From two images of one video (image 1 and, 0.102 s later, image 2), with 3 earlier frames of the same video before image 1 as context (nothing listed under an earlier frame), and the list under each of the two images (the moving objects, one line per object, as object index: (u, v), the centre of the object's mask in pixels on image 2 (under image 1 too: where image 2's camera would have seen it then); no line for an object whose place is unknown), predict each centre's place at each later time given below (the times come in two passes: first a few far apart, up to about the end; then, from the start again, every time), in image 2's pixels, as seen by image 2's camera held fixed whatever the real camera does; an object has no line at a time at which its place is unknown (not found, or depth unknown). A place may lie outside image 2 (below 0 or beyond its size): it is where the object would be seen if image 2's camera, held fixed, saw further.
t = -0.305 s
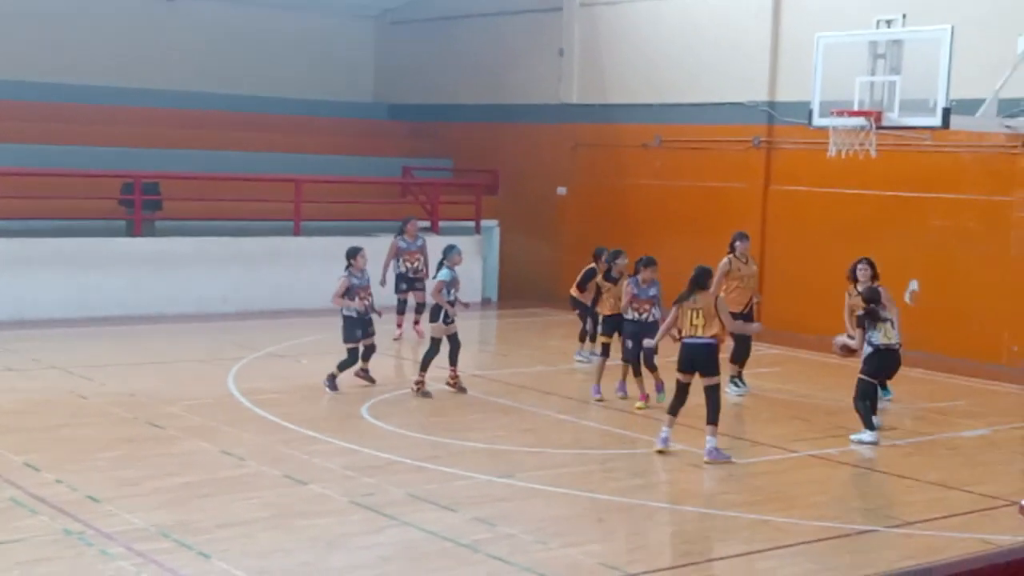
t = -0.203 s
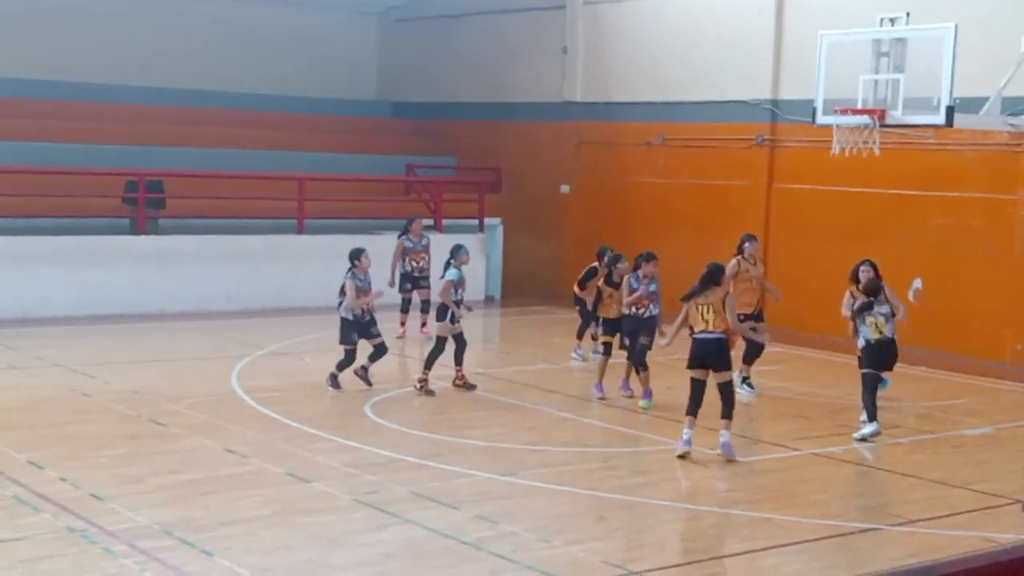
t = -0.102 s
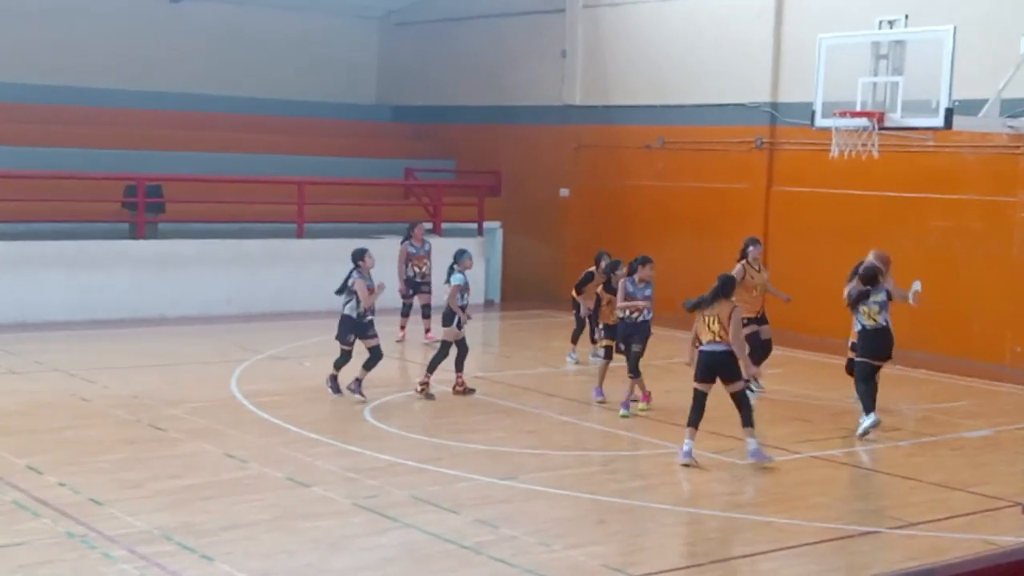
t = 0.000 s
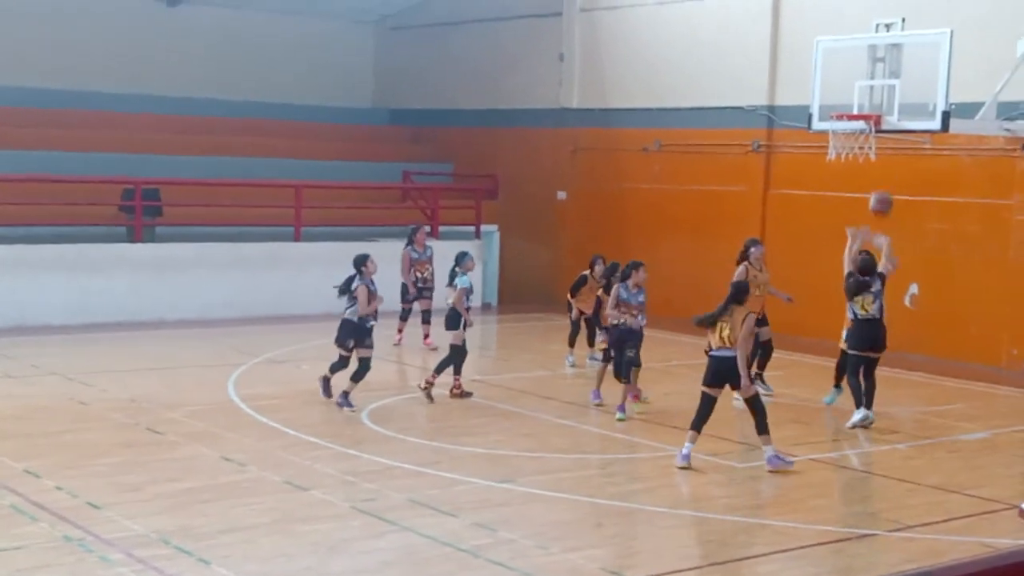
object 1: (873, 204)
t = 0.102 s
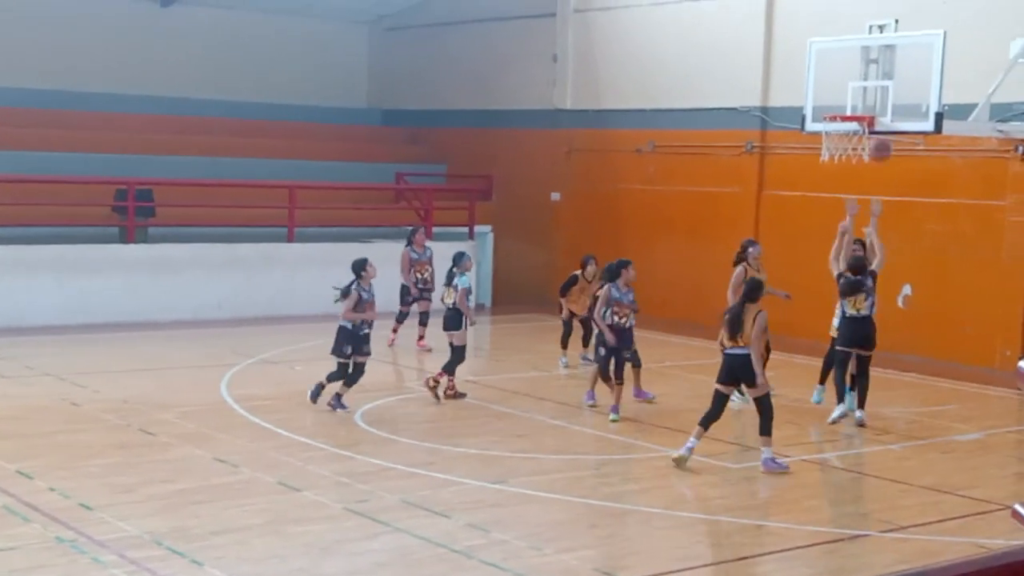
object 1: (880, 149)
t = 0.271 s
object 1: (887, 81)
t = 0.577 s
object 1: (898, 34)
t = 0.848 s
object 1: (837, 77)
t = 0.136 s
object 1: (881, 132)
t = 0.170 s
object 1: (883, 118)
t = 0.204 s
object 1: (884, 105)
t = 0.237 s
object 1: (885, 93)
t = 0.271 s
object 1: (887, 81)
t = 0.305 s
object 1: (889, 71)
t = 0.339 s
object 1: (890, 63)
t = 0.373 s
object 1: (891, 55)
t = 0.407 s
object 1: (893, 49)
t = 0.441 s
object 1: (894, 44)
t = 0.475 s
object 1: (896, 39)
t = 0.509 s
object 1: (896, 36)
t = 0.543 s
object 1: (897, 35)
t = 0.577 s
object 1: (898, 34)
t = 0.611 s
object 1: (896, 35)
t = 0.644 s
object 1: (888, 38)
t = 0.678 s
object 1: (880, 42)
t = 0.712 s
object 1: (872, 47)
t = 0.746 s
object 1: (864, 53)
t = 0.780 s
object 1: (857, 59)
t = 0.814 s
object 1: (846, 68)
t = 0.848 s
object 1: (837, 77)
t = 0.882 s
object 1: (829, 87)
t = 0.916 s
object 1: (821, 98)
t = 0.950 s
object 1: (813, 110)
